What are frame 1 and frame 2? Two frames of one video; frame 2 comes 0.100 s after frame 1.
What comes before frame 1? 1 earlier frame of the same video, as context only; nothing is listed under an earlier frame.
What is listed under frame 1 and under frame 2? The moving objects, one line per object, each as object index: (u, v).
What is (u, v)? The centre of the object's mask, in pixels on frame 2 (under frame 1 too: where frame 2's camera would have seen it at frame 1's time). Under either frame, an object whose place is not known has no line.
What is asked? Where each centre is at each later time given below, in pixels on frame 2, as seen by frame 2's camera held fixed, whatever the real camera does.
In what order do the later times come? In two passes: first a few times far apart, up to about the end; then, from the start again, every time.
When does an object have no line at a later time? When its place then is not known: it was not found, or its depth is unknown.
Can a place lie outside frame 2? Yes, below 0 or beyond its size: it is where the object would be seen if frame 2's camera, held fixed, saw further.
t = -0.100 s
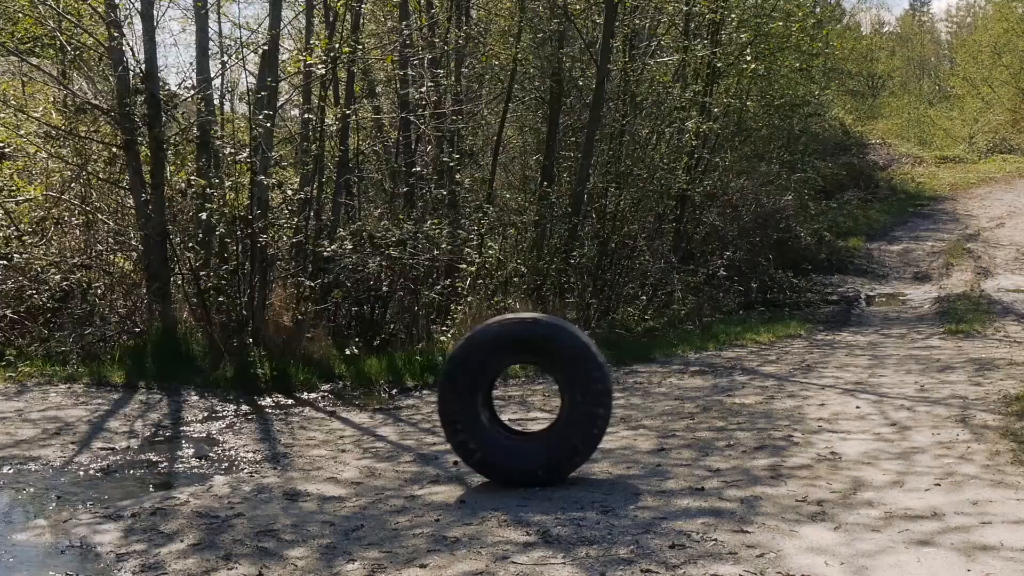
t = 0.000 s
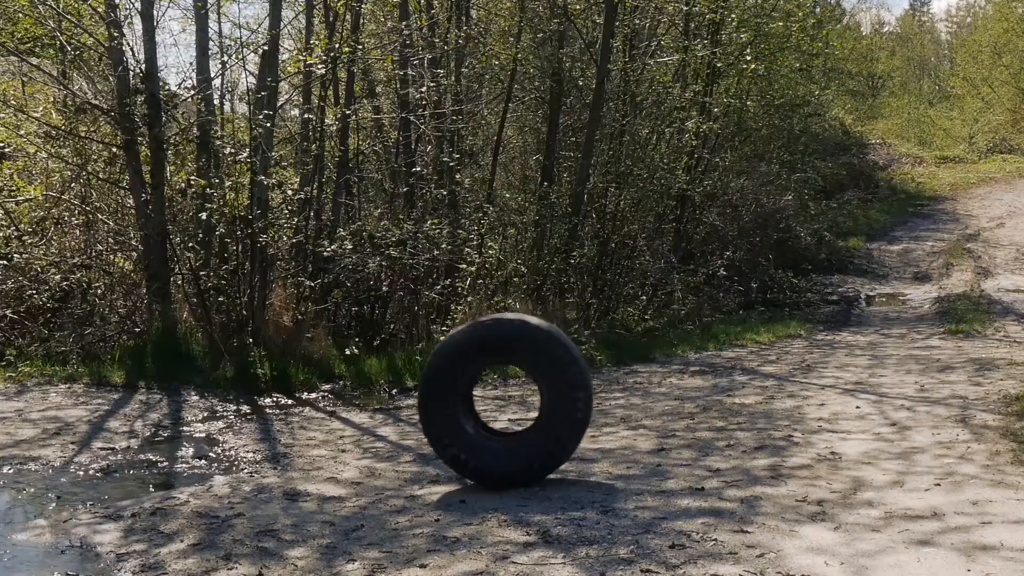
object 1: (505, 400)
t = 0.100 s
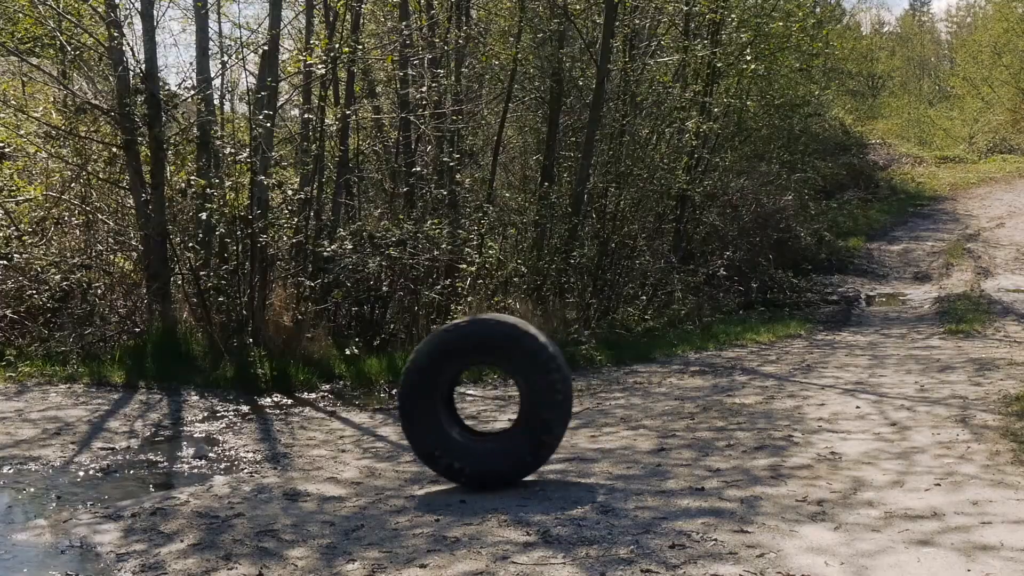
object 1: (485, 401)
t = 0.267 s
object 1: (452, 405)
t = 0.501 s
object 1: (401, 408)
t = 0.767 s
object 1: (341, 412)
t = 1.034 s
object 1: (288, 410)
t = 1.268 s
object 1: (241, 412)
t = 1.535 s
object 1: (185, 411)
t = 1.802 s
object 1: (134, 413)
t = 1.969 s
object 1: (103, 413)
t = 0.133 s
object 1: (479, 401)
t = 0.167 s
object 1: (472, 402)
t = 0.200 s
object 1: (465, 402)
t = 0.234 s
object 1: (458, 403)
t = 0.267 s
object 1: (452, 405)
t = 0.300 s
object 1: (445, 406)
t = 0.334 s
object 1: (437, 407)
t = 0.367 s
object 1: (429, 407)
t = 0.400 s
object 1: (422, 406)
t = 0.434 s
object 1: (416, 407)
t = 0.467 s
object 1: (408, 408)
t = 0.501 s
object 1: (401, 408)
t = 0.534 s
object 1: (393, 409)
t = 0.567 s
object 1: (386, 410)
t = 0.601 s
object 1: (379, 411)
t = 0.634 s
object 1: (371, 412)
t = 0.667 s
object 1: (364, 412)
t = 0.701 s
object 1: (356, 412)
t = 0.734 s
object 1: (349, 412)
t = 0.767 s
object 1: (341, 412)
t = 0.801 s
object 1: (335, 412)
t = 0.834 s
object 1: (327, 413)
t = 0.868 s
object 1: (321, 413)
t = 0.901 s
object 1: (314, 412)
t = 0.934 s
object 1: (307, 411)
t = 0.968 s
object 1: (301, 411)
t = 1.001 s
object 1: (294, 411)
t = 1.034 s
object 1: (288, 410)
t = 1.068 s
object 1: (281, 409)
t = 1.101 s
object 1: (274, 409)
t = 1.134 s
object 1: (268, 409)
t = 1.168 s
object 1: (261, 410)
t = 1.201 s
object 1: (255, 411)
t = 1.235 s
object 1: (248, 411)
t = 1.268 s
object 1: (241, 412)
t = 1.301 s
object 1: (234, 412)
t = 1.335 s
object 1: (227, 412)
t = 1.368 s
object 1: (220, 413)
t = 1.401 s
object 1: (213, 413)
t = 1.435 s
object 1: (206, 413)
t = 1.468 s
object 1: (198, 414)
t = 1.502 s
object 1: (191, 413)
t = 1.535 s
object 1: (185, 411)
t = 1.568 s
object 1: (178, 410)
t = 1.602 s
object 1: (171, 410)
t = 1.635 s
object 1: (165, 411)
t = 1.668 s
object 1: (158, 412)
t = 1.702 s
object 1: (152, 412)
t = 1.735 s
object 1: (146, 412)
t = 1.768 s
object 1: (140, 413)
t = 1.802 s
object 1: (134, 413)
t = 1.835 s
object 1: (128, 413)
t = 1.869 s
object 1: (122, 413)
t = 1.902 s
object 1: (115, 413)
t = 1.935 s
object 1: (109, 413)
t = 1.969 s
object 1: (103, 413)
